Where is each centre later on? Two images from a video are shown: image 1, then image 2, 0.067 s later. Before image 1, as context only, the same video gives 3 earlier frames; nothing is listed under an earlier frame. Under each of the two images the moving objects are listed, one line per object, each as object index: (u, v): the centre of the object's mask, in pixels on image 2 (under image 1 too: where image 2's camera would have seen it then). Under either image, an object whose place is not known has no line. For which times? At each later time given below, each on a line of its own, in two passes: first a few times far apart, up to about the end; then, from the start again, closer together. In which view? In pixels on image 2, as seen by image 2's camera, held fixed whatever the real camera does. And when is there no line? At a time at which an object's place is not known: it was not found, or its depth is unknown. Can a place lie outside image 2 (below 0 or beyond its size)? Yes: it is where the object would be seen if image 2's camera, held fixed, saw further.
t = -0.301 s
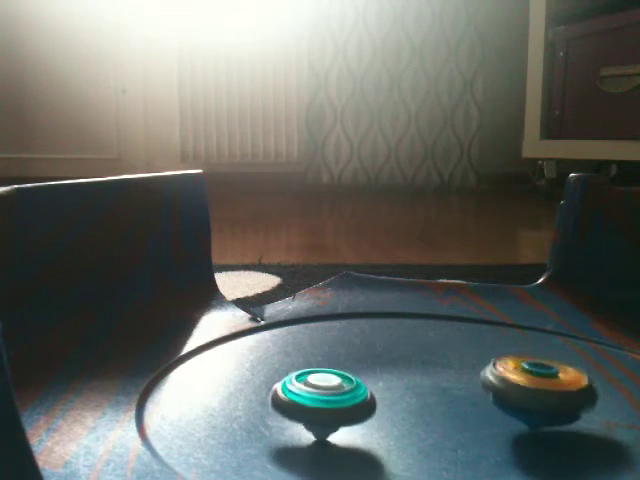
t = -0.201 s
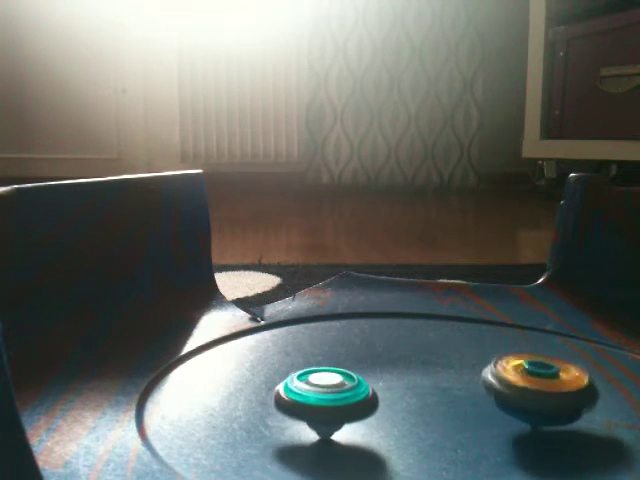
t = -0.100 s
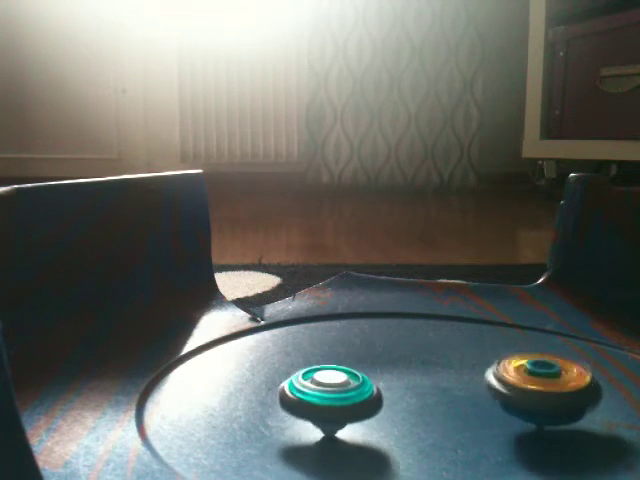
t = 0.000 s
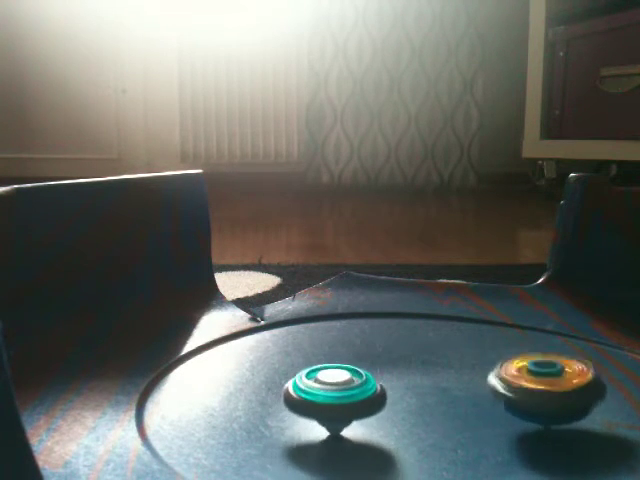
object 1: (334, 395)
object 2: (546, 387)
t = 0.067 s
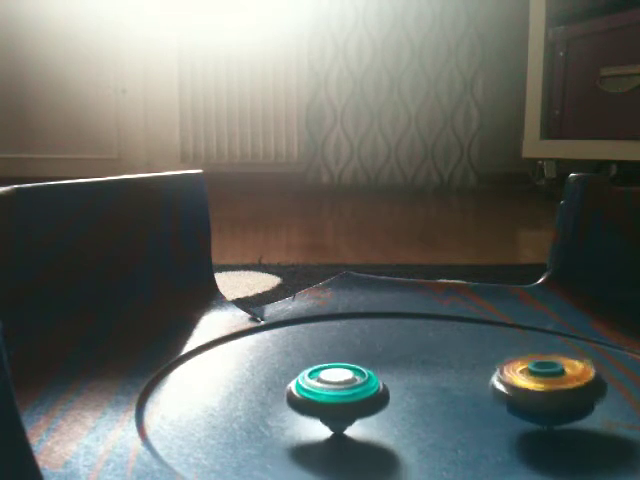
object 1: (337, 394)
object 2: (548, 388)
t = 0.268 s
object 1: (344, 394)
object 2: (545, 390)
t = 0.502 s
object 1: (344, 396)
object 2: (537, 389)
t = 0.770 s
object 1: (329, 397)
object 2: (540, 386)
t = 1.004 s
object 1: (319, 396)
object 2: (545, 387)
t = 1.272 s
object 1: (324, 396)
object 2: (538, 389)
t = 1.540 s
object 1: (334, 396)
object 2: (533, 386)
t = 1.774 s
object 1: (339, 399)
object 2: (540, 385)
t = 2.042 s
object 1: (328, 402)
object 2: (541, 387)
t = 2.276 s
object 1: (322, 403)
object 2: (534, 386)
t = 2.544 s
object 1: (331, 402)
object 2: (534, 383)
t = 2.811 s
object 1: (340, 401)
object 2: (540, 384)
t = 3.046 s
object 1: (343, 403)
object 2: (538, 386)
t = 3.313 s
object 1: (335, 406)
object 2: (533, 384)
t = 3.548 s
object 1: (328, 406)
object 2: (537, 383)
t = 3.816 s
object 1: (333, 405)
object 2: (536, 384)
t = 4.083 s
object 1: (341, 402)
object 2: (530, 384)
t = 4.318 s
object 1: (347, 403)
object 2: (531, 382)
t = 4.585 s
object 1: (343, 406)
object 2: (538, 384)
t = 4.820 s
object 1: (333, 406)
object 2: (533, 385)
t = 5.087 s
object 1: (330, 404)
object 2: (533, 383)
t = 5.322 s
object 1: (333, 402)
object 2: (539, 383)
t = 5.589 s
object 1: (339, 400)
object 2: (533, 384)
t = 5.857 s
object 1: (341, 400)
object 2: (535, 384)
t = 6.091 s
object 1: (334, 402)
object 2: (536, 383)
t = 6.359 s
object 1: (326, 401)
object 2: (536, 385)
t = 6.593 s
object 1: (328, 400)
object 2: (533, 384)
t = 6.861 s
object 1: (333, 399)
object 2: (537, 384)
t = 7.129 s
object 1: (335, 399)
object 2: (535, 385)
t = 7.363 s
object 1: (330, 399)
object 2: (533, 384)
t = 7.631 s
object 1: (326, 397)
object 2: (539, 383)
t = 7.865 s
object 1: (328, 396)
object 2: (537, 385)
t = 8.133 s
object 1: (333, 396)
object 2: (533, 383)
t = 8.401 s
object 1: (330, 396)
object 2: (537, 383)
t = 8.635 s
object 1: (324, 397)
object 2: (534, 384)
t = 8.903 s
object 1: (323, 397)
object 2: (535, 383)
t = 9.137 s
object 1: (325, 397)
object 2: (536, 383)
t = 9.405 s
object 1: (332, 398)
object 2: (533, 384)
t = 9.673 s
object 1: (326, 401)
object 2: (536, 383)
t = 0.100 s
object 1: (339, 394)
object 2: (547, 389)
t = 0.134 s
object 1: (340, 394)
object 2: (549, 389)
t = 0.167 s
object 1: (342, 394)
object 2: (546, 389)
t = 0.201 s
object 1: (343, 394)
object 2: (547, 390)
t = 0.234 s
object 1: (344, 394)
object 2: (546, 390)
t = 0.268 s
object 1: (344, 394)
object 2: (545, 390)
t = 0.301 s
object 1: (345, 394)
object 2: (543, 390)
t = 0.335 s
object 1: (345, 395)
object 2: (542, 390)
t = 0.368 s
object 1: (346, 395)
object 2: (541, 390)
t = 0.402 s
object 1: (345, 395)
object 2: (541, 390)
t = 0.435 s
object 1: (345, 396)
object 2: (538, 390)
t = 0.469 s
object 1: (344, 396)
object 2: (537, 389)
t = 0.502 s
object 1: (344, 396)
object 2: (537, 389)
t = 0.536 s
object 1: (342, 396)
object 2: (536, 389)
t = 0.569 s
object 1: (341, 397)
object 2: (536, 388)
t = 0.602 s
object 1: (339, 397)
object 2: (537, 388)
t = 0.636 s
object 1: (338, 397)
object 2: (536, 387)
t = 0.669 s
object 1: (336, 397)
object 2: (537, 387)
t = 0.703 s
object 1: (334, 397)
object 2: (538, 387)
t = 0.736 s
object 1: (331, 397)
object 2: (539, 386)
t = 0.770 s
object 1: (329, 397)
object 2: (540, 386)
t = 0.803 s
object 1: (327, 397)
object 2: (540, 387)
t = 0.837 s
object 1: (325, 397)
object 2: (543, 386)
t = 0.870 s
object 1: (324, 397)
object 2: (543, 387)
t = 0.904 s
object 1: (322, 397)
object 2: (543, 387)
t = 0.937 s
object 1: (321, 397)
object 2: (545, 387)
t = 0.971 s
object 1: (320, 396)
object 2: (545, 387)
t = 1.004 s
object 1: (319, 396)
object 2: (545, 387)
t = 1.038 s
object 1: (318, 396)
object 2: (545, 388)
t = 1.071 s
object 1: (318, 396)
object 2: (545, 389)
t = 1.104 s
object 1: (318, 396)
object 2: (544, 388)
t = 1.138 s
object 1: (319, 396)
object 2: (543, 389)
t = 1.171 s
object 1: (319, 396)
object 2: (542, 389)
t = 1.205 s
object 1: (321, 396)
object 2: (541, 389)
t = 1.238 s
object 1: (322, 396)
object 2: (540, 389)
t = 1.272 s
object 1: (324, 396)
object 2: (538, 389)
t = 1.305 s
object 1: (324, 396)
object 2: (537, 388)
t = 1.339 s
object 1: (326, 395)
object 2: (537, 388)
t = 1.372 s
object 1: (327, 396)
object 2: (534, 388)
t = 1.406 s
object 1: (328, 395)
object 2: (534, 387)
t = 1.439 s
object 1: (330, 395)
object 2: (533, 387)
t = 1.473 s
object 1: (331, 395)
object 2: (533, 386)
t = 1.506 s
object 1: (333, 396)
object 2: (534, 386)
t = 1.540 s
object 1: (334, 396)
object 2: (533, 386)
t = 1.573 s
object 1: (335, 396)
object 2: (534, 385)
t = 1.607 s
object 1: (336, 396)
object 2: (535, 385)
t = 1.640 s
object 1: (338, 397)
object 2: (537, 385)
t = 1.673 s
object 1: (338, 397)
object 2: (538, 385)
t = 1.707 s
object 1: (339, 398)
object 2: (540, 385)
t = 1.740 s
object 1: (339, 398)
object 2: (541, 385)
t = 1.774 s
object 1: (339, 399)
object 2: (540, 385)
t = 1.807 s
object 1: (337, 399)
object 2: (542, 385)
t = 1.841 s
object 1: (337, 400)
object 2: (543, 385)
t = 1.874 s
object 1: (335, 401)
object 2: (543, 385)
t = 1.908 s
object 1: (335, 401)
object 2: (542, 386)
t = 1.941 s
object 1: (332, 401)
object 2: (542, 386)
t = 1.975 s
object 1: (332, 402)
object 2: (543, 386)
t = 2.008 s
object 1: (329, 402)
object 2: (541, 387)
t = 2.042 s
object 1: (328, 402)
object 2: (541, 387)
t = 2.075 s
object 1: (327, 403)
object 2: (540, 387)
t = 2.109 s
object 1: (325, 403)
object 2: (540, 387)
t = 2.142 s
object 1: (324, 403)
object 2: (537, 387)
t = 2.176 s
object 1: (323, 403)
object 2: (537, 387)
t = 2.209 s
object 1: (322, 403)
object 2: (536, 387)
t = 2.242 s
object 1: (321, 403)
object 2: (533, 387)
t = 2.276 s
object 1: (322, 403)
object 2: (534, 386)
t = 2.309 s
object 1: (322, 403)
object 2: (533, 386)
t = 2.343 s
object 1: (323, 403)
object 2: (532, 385)
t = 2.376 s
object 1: (323, 403)
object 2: (532, 385)
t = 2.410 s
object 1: (325, 403)
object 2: (532, 385)
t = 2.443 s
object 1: (325, 403)
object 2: (532, 384)
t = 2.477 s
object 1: (327, 403)
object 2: (534, 384)
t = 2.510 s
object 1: (329, 403)
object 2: (534, 384)
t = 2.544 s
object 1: (331, 402)
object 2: (534, 383)
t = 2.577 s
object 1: (332, 402)
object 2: (536, 384)
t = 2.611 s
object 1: (332, 402)
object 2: (537, 384)
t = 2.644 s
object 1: (334, 402)
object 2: (537, 383)
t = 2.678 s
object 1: (334, 401)
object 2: (540, 383)
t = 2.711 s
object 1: (336, 401)
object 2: (540, 384)
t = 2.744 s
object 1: (336, 401)
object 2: (539, 384)
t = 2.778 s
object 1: (339, 401)
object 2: (541, 384)
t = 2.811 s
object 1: (340, 401)
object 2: (540, 384)
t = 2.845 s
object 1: (342, 401)
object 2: (540, 384)
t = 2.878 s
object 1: (342, 402)
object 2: (541, 385)
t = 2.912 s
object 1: (344, 402)
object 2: (540, 386)
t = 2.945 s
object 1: (344, 403)
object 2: (539, 385)
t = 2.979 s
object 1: (344, 403)
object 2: (540, 386)
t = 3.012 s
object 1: (344, 403)
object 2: (538, 386)
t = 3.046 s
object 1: (343, 403)
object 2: (538, 386)
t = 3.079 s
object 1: (343, 403)
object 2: (537, 386)
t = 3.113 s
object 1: (342, 404)
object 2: (535, 386)
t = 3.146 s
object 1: (342, 404)
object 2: (535, 385)
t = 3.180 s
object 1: (340, 405)
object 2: (534, 385)
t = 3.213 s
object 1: (340, 405)
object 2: (533, 385)
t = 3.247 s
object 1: (337, 405)
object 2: (533, 384)
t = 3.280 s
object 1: (337, 405)
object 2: (533, 384)
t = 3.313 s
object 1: (335, 406)
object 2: (533, 384)
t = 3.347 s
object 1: (334, 406)
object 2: (533, 383)
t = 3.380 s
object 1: (332, 406)
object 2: (534, 384)
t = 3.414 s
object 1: (331, 406)
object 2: (534, 383)
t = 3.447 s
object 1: (330, 406)
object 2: (536, 383)
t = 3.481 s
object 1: (329, 406)
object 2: (536, 383)
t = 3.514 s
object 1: (329, 406)
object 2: (536, 383)
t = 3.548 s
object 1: (328, 406)
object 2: (537, 383)
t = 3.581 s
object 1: (329, 406)
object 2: (538, 383)
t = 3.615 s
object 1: (330, 407)
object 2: (538, 383)
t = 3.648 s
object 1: (330, 406)
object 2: (538, 383)
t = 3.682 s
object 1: (330, 406)
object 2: (538, 384)
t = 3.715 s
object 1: (331, 406)
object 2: (537, 384)
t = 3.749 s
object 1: (331, 406)
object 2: (537, 384)
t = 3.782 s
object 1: (331, 405)
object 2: (536, 384)
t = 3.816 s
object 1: (333, 405)
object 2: (536, 384)
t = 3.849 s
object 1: (333, 405)
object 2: (536, 385)
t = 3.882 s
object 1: (335, 404)
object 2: (534, 385)
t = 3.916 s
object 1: (336, 404)
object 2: (533, 385)
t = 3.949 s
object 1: (338, 403)
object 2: (533, 385)
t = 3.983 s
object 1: (339, 403)
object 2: (532, 385)
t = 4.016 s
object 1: (340, 403)
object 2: (532, 384)
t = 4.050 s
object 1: (340, 403)
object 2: (531, 385)
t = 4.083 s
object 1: (341, 402)
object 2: (530, 384)
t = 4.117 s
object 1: (343, 403)
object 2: (530, 384)
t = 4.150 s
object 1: (344, 402)
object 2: (529, 383)
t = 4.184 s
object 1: (345, 403)
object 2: (530, 383)
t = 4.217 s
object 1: (345, 403)
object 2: (531, 383)
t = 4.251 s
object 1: (346, 403)
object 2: (532, 384)
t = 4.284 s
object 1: (346, 403)
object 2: (530, 383)
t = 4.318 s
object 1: (347, 403)
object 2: (531, 382)
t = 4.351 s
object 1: (347, 404)
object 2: (533, 383)
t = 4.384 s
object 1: (348, 404)
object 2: (535, 383)
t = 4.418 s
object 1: (348, 405)
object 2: (535, 383)
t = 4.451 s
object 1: (346, 405)
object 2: (536, 383)
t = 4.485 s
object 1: (346, 405)
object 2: (534, 383)
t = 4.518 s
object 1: (345, 405)
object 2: (535, 383)
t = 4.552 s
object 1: (344, 405)
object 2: (537, 384)
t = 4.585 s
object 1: (343, 406)
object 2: (538, 384)
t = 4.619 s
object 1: (342, 406)
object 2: (537, 384)
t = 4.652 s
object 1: (340, 406)
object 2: (536, 385)
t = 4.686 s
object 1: (339, 406)
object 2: (534, 384)
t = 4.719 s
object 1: (338, 406)
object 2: (536, 385)
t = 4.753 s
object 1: (336, 406)
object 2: (538, 385)
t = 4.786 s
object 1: (335, 406)
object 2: (536, 385)
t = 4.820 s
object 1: (333, 406)
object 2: (533, 385)
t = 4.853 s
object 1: (333, 406)
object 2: (532, 385)
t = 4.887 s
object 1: (331, 406)
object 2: (531, 384)
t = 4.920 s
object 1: (331, 406)
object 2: (534, 384)
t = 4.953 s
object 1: (330, 405)
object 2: (535, 385)
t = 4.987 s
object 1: (329, 405)
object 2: (534, 385)
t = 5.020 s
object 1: (329, 405)
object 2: (533, 383)
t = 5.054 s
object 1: (329, 404)
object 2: (533, 384)
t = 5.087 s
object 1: (330, 404)
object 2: (533, 383)
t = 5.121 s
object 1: (329, 404)
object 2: (536, 383)
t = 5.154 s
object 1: (330, 403)
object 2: (536, 384)
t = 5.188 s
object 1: (330, 403)
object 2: (535, 383)
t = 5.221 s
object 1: (331, 403)
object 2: (535, 383)
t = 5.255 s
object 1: (331, 402)
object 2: (537, 383)
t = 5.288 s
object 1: (332, 402)
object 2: (537, 383)
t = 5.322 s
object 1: (333, 402)
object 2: (539, 383)
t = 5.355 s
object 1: (332, 401)
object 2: (538, 384)
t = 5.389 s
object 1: (334, 401)
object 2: (536, 383)
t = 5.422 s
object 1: (334, 401)
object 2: (537, 384)
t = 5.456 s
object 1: (335, 401)
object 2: (537, 384)
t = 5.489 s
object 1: (336, 401)
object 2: (537, 384)
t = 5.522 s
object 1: (337, 400)
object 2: (536, 385)
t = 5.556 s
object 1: (338, 400)
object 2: (535, 385)
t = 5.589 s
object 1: (339, 400)
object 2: (533, 384)
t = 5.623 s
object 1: (340, 400)
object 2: (534, 384)
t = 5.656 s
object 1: (340, 400)
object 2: (534, 384)
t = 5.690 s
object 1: (341, 400)
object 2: (533, 384)
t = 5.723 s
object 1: (341, 400)
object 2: (532, 384)
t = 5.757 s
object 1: (342, 400)
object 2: (532, 384)
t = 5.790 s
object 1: (342, 401)
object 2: (531, 383)
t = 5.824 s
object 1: (340, 401)
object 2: (533, 383)
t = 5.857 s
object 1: (341, 400)
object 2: (535, 384)
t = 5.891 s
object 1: (340, 401)
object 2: (533, 384)
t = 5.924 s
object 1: (339, 401)
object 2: (534, 383)
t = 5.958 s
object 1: (337, 401)
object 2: (535, 383)
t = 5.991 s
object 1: (337, 401)
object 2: (536, 383)
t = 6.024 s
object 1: (335, 401)
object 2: (538, 383)
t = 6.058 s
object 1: (334, 401)
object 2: (538, 384)
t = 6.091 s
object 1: (334, 402)
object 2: (536, 383)
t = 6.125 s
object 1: (331, 402)
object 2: (537, 383)
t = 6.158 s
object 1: (331, 402)
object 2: (538, 384)
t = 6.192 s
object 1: (329, 402)
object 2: (537, 384)
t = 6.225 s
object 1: (328, 402)
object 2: (537, 385)
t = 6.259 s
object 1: (327, 402)
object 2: (534, 385)
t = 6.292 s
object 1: (327, 402)
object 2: (535, 385)
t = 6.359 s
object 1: (326, 401)
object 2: (536, 385)
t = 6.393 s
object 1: (326, 401)
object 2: (534, 385)
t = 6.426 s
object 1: (325, 401)
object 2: (533, 385)
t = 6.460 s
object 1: (325, 401)
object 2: (532, 385)
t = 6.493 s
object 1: (326, 401)
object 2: (531, 384)
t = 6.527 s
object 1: (325, 400)
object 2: (532, 384)
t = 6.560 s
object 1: (326, 400)
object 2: (534, 385)
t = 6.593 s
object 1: (328, 400)
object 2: (533, 384)
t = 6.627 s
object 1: (328, 400)
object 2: (534, 384)
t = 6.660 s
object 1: (329, 399)
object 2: (533, 383)
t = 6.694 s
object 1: (330, 399)
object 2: (534, 383)
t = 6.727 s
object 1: (330, 399)
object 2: (537, 384)
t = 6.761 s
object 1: (331, 399)
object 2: (537, 384)
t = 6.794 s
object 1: (331, 399)
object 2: (536, 384)
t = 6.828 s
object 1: (333, 399)
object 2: (537, 384)
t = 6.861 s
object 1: (333, 399)
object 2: (537, 384)
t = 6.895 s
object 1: (334, 399)
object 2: (539, 384)
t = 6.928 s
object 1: (335, 399)
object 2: (539, 385)
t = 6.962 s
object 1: (335, 399)
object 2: (537, 385)
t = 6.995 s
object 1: (336, 399)
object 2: (537, 385)
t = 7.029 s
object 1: (335, 399)
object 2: (537, 385)
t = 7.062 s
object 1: (335, 399)
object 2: (537, 385)
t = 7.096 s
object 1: (335, 399)
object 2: (536, 385)
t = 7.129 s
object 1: (335, 399)
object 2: (535, 385)
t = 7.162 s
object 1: (336, 399)
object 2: (534, 385)
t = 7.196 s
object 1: (334, 399)
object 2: (532, 385)
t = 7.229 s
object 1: (334, 399)
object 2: (533, 385)
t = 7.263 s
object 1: (333, 399)
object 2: (534, 385)
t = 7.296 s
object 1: (332, 399)
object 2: (532, 384)
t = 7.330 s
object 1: (331, 399)
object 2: (533, 383)
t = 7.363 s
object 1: (330, 399)
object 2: (533, 384)
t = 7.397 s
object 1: (330, 399)
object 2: (533, 383)
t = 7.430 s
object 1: (328, 398)
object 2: (535, 383)
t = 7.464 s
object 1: (328, 398)
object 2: (537, 384)
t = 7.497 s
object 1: (327, 398)
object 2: (536, 384)
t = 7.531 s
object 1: (327, 398)
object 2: (537, 383)
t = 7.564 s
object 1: (327, 398)
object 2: (536, 383)
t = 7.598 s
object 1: (326, 398)
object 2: (538, 383)
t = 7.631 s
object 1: (326, 397)
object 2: (539, 383)
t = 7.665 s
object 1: (326, 397)
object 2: (538, 384)
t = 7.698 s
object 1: (326, 397)
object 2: (538, 384)
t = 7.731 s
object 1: (326, 396)
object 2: (538, 383)
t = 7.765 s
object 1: (327, 396)
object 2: (539, 384)
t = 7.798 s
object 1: (327, 396)
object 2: (538, 384)
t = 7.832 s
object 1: (327, 396)
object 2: (538, 384)
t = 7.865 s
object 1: (328, 396)
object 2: (537, 385)
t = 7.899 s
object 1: (328, 395)
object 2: (535, 385)
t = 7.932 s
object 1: (329, 395)
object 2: (534, 384)
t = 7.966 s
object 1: (330, 395)
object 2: (535, 384)
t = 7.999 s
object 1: (330, 395)
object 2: (536, 385)
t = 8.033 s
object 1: (331, 395)
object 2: (534, 384)
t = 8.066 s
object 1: (331, 395)
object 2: (534, 384)
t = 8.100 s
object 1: (333, 395)
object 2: (533, 384)
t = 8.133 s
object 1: (333, 396)
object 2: (533, 383)
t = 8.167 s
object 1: (333, 395)
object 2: (536, 383)
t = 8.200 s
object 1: (333, 396)
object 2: (536, 384)
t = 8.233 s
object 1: (332, 395)
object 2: (535, 383)
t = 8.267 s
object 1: (332, 395)
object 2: (535, 383)
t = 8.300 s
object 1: (333, 395)
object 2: (534, 383)
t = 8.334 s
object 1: (332, 396)
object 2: (536, 383)
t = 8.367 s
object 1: (331, 396)
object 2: (537, 383)
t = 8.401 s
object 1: (330, 396)
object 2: (537, 383)
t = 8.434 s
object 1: (330, 396)
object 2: (536, 384)
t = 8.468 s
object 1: (328, 396)
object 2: (536, 383)
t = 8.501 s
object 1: (328, 397)
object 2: (538, 384)
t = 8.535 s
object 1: (327, 397)
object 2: (538, 384)
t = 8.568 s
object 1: (326, 397)
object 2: (537, 384)
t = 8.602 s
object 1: (326, 397)
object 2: (536, 384)
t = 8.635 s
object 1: (324, 397)
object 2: (534, 384)
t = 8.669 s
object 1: (324, 397)
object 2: (534, 384)
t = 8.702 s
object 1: (323, 396)
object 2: (535, 384)
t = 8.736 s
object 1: (323, 396)
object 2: (535, 384)
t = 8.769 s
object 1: (323, 396)
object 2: (534, 384)
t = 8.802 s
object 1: (322, 396)
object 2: (533, 384)
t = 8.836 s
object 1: (323, 396)
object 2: (533, 384)
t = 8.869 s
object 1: (323, 397)
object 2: (532, 383)
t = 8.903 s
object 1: (323, 397)
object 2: (535, 383)
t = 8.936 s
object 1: (323, 396)
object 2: (536, 384)
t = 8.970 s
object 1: (324, 396)
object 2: (534, 384)
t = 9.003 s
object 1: (325, 397)
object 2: (534, 383)
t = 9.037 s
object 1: (324, 396)
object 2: (535, 383)
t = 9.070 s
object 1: (325, 396)
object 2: (536, 383)
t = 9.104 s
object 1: (326, 397)
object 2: (537, 383)
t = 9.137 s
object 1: (325, 397)
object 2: (536, 383)
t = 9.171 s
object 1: (326, 397)
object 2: (536, 383)
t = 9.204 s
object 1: (328, 397)
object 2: (535, 383)
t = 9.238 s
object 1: (330, 398)
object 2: (536, 384)
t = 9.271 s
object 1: (331, 398)
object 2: (536, 384)
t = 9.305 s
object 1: (333, 398)
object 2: (536, 384)
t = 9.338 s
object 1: (332, 398)
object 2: (536, 384)
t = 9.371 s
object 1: (331, 398)
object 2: (534, 384)
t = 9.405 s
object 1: (332, 398)
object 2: (533, 384)
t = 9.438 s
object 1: (332, 398)
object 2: (534, 384)
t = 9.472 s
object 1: (330, 398)
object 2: (535, 384)
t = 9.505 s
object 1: (330, 398)
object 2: (534, 384)
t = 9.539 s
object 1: (330, 399)
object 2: (533, 383)
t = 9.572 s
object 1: (328, 400)
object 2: (533, 383)
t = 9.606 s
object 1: (326, 400)
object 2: (532, 383)
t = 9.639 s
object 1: (327, 400)
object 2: (533, 382)
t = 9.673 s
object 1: (326, 401)
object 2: (536, 383)
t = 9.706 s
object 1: (324, 401)
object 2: (535, 384)
